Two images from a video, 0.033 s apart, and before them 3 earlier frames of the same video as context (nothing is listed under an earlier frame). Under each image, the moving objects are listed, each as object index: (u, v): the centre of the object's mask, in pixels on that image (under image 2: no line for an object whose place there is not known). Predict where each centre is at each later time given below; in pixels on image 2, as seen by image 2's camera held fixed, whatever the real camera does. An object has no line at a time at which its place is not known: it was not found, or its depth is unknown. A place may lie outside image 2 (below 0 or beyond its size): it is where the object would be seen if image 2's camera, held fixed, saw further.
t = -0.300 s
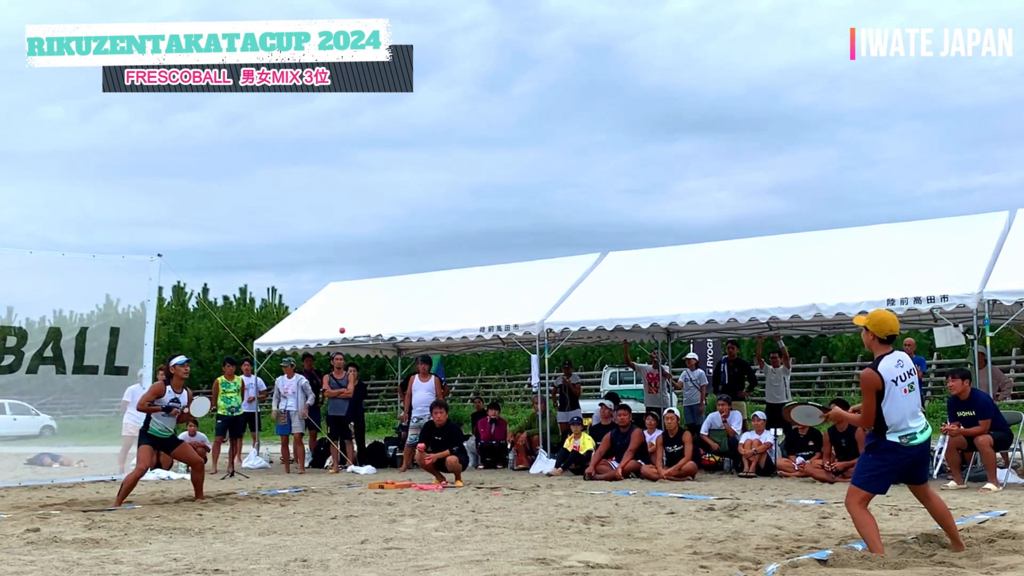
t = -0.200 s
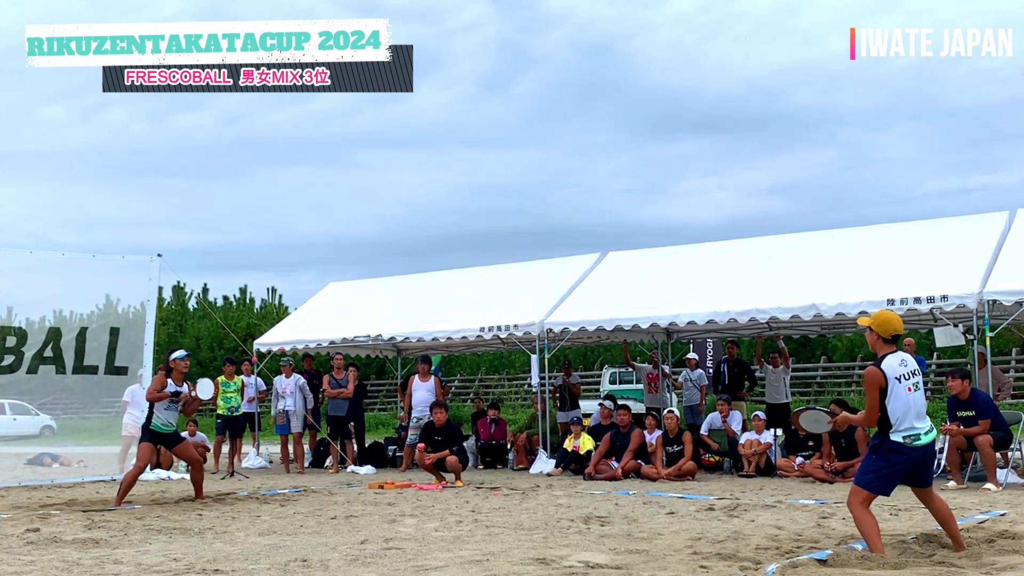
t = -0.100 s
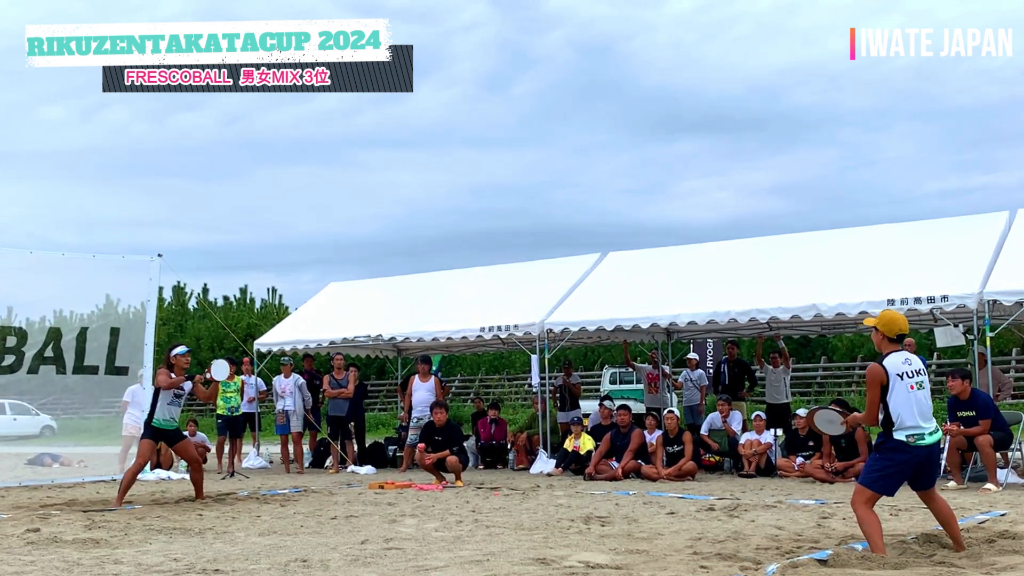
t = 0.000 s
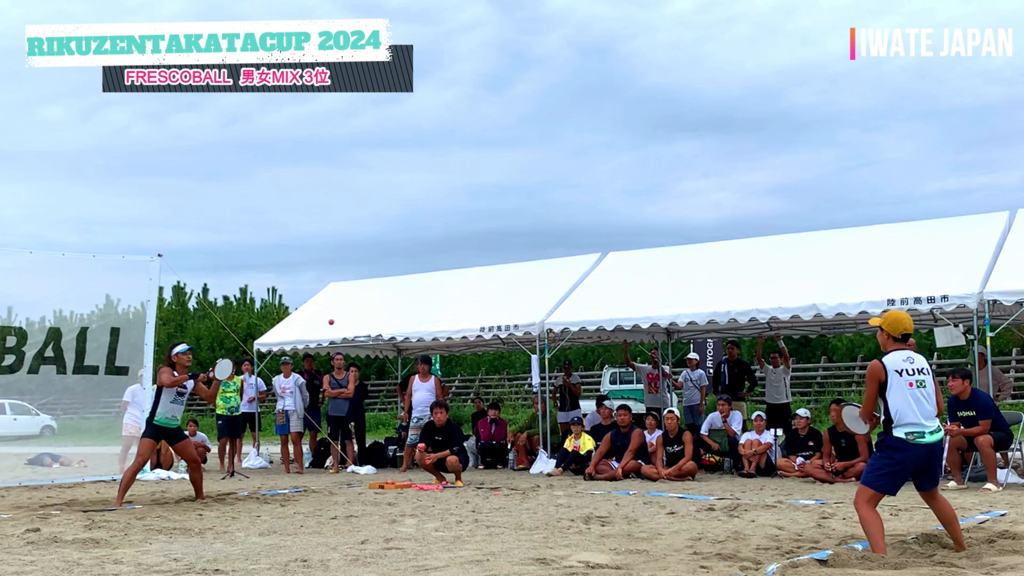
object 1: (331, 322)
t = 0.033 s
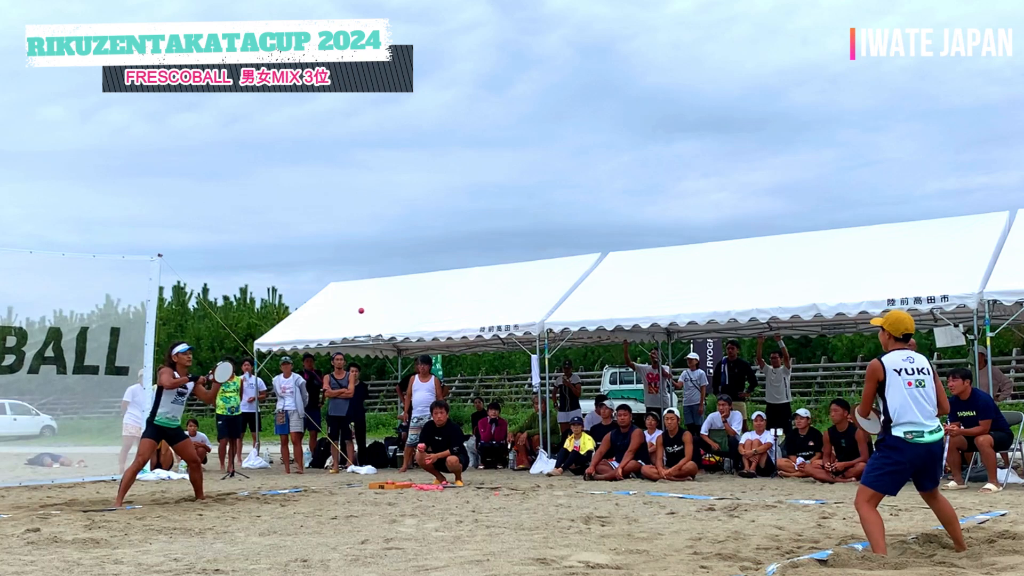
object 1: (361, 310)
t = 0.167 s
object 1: (491, 274)
